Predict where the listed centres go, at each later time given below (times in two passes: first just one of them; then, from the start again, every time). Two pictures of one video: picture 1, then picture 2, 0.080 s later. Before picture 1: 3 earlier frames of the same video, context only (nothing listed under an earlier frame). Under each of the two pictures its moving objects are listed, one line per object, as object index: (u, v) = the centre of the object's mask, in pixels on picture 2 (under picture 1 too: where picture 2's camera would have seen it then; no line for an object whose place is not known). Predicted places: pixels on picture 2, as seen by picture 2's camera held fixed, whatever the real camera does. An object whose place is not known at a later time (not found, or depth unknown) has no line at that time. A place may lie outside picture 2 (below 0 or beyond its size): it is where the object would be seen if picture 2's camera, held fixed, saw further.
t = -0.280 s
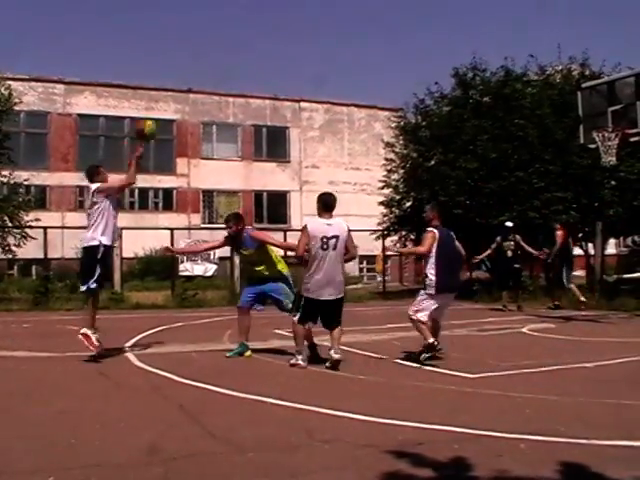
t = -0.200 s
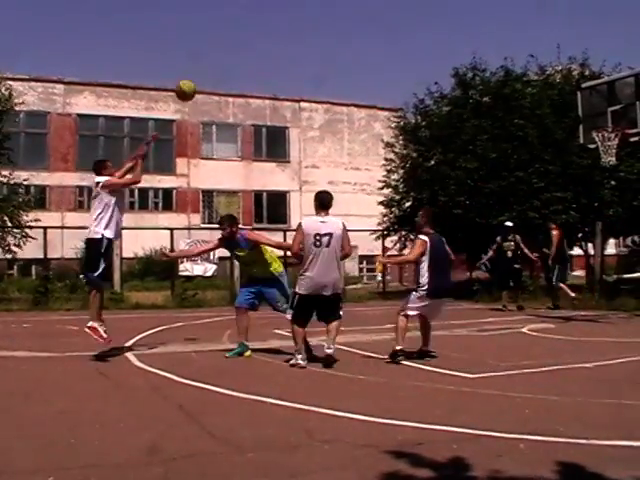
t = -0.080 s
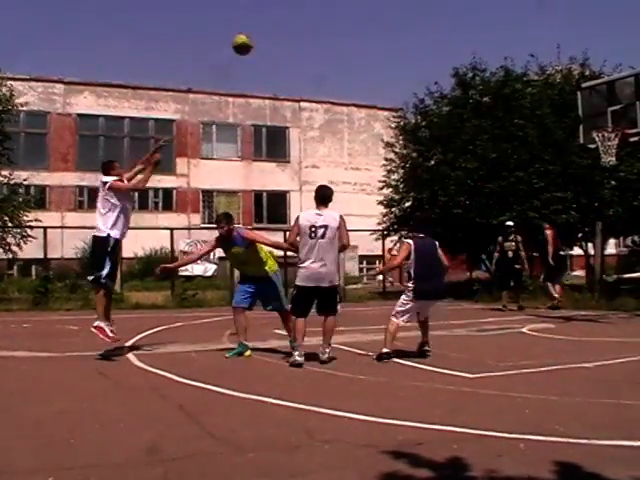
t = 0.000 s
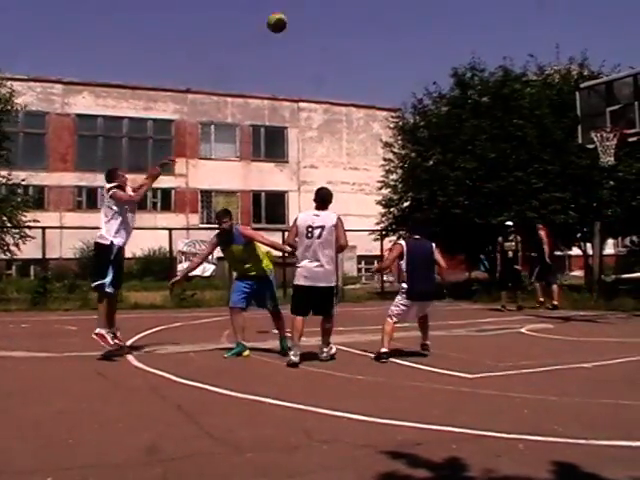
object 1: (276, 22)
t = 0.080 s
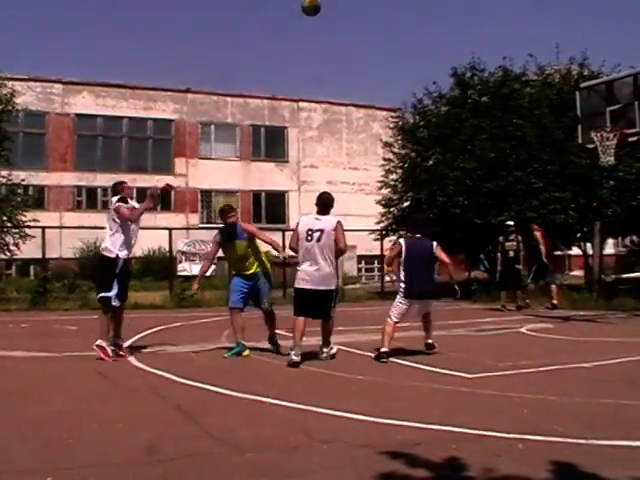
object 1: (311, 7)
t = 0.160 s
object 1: (344, 2)
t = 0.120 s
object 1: (327, 5)
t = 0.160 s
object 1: (344, 2)
